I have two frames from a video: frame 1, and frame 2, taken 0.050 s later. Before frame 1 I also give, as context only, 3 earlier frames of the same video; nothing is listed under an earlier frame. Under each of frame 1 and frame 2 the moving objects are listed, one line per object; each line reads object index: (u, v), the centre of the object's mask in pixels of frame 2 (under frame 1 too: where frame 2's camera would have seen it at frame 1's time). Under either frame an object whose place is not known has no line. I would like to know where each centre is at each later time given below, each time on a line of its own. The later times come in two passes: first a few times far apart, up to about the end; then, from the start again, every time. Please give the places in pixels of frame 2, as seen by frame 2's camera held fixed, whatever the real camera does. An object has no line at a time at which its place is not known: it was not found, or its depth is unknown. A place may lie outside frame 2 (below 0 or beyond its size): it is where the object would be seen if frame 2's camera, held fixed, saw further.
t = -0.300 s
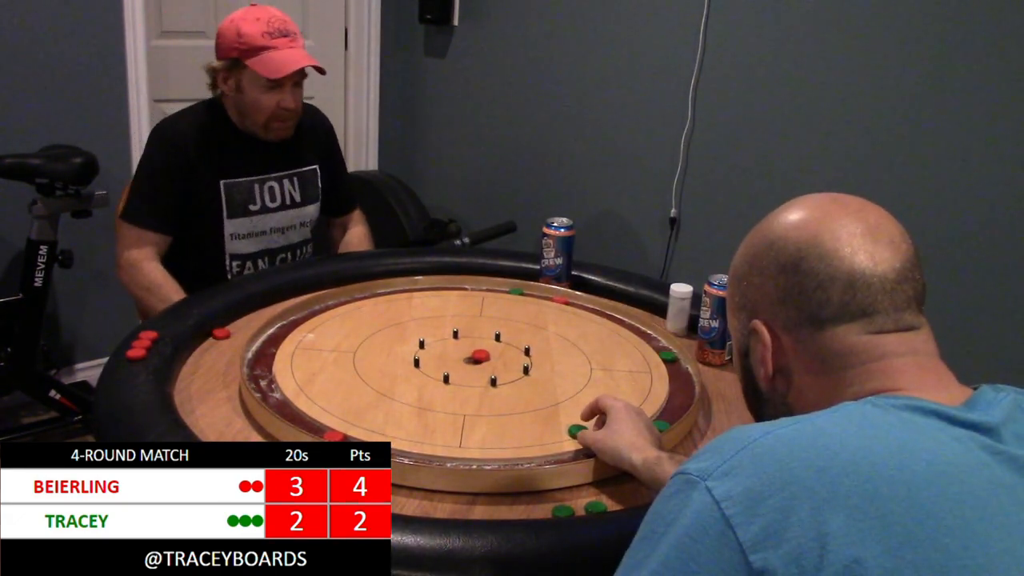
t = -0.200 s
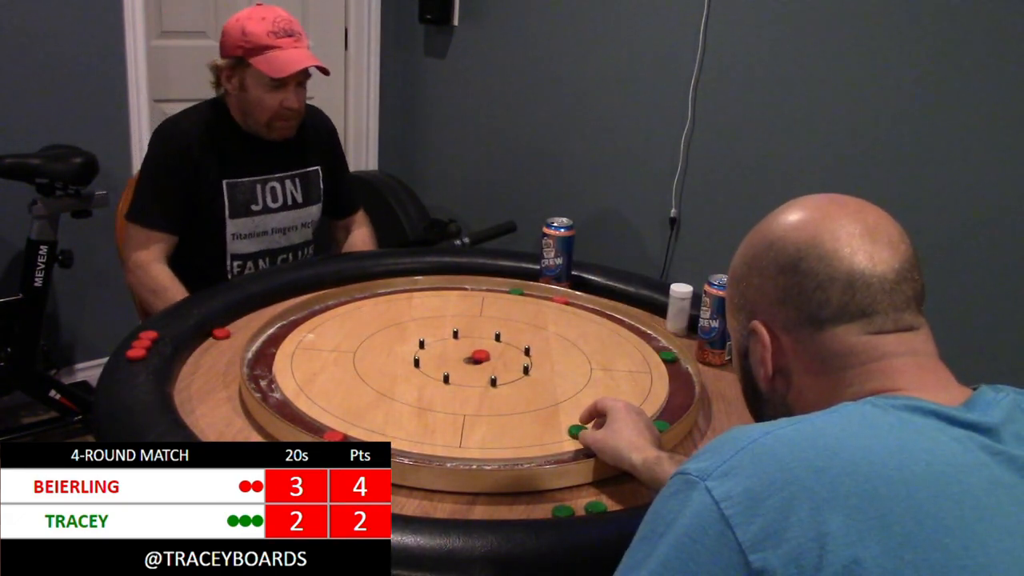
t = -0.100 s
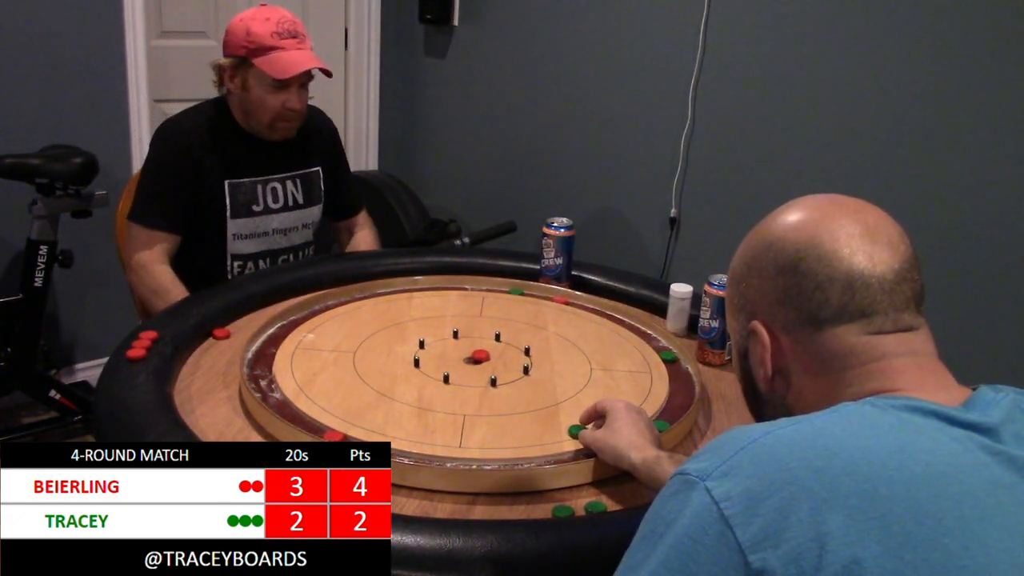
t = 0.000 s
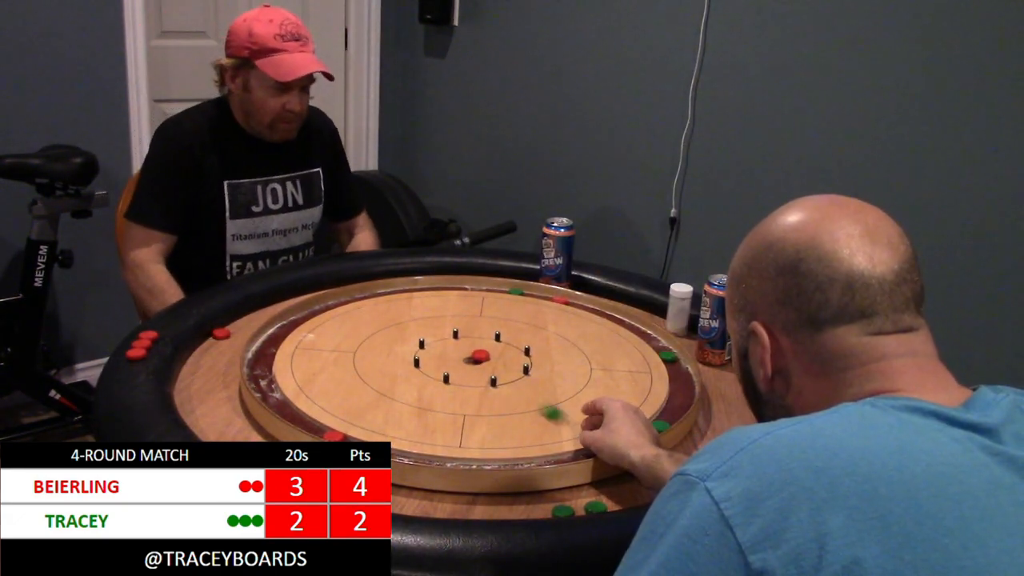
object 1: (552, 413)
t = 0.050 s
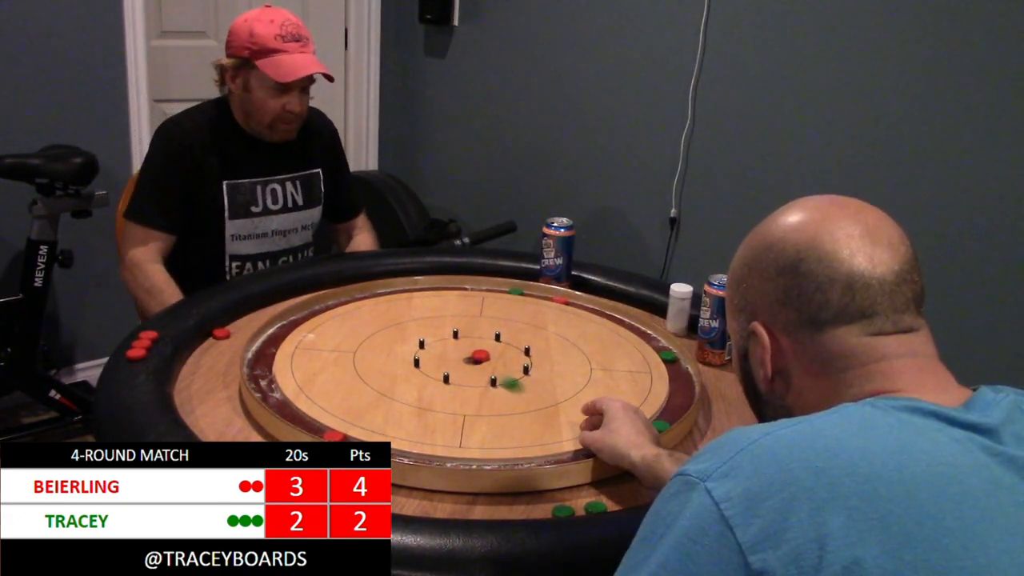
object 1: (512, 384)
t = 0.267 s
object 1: (402, 353)
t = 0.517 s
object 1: (334, 346)
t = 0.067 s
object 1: (500, 374)
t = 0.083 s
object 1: (488, 367)
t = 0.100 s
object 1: (476, 362)
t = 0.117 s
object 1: (470, 361)
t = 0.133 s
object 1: (465, 360)
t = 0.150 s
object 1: (451, 359)
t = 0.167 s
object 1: (444, 358)
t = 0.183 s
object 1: (437, 357)
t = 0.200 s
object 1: (430, 356)
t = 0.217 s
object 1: (423, 355)
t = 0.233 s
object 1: (415, 354)
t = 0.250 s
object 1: (408, 354)
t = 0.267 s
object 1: (402, 353)
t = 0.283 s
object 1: (397, 352)
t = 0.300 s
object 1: (391, 352)
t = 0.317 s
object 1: (385, 351)
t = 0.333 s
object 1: (380, 350)
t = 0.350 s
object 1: (374, 350)
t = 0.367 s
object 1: (369, 349)
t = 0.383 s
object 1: (365, 349)
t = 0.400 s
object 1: (360, 348)
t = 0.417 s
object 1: (356, 348)
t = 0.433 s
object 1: (352, 347)
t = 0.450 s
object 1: (348, 347)
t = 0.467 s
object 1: (344, 347)
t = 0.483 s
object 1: (341, 346)
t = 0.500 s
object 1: (337, 346)
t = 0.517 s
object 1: (334, 346)
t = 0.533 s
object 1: (332, 345)
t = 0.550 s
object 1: (329, 345)
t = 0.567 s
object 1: (327, 345)
